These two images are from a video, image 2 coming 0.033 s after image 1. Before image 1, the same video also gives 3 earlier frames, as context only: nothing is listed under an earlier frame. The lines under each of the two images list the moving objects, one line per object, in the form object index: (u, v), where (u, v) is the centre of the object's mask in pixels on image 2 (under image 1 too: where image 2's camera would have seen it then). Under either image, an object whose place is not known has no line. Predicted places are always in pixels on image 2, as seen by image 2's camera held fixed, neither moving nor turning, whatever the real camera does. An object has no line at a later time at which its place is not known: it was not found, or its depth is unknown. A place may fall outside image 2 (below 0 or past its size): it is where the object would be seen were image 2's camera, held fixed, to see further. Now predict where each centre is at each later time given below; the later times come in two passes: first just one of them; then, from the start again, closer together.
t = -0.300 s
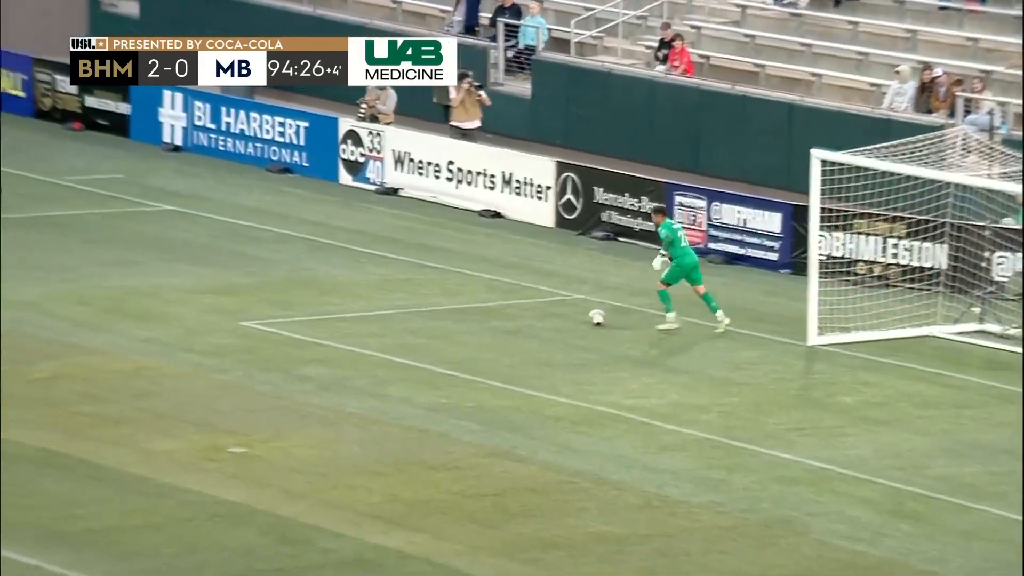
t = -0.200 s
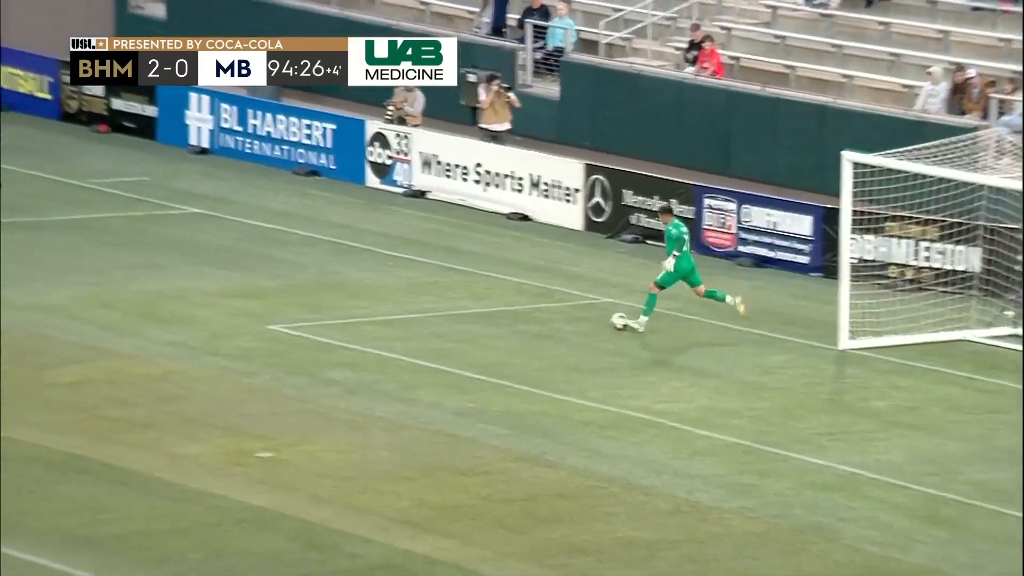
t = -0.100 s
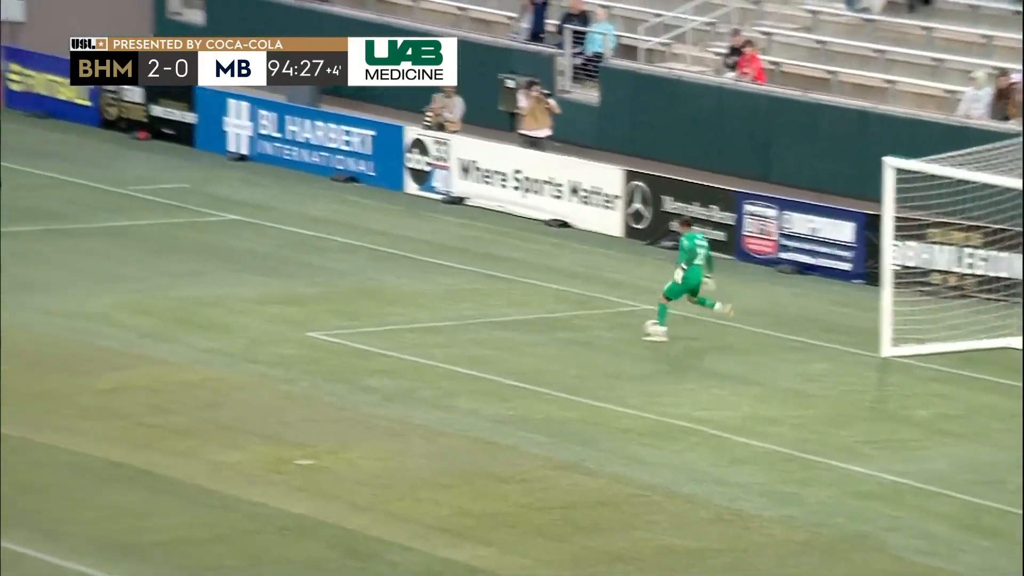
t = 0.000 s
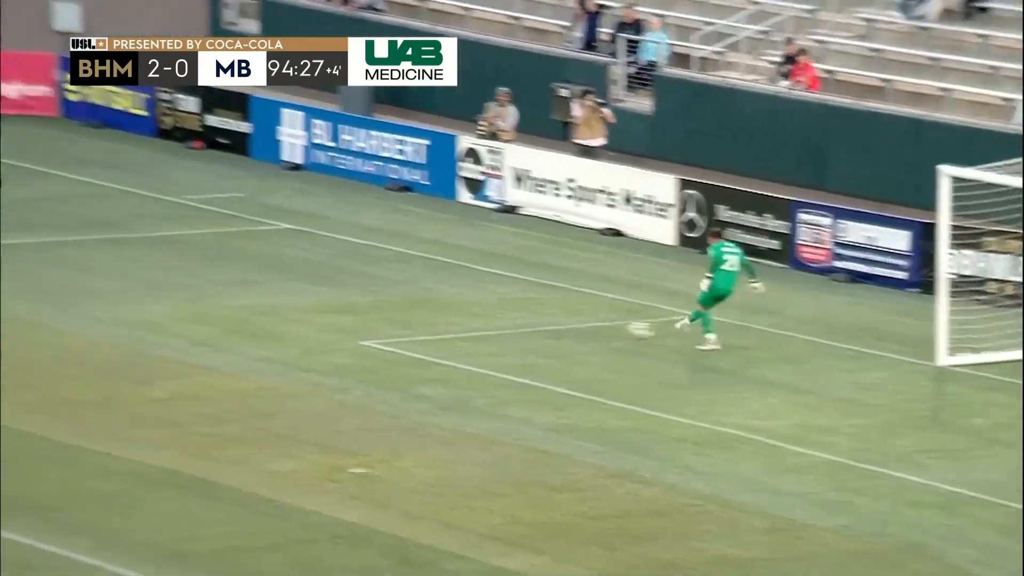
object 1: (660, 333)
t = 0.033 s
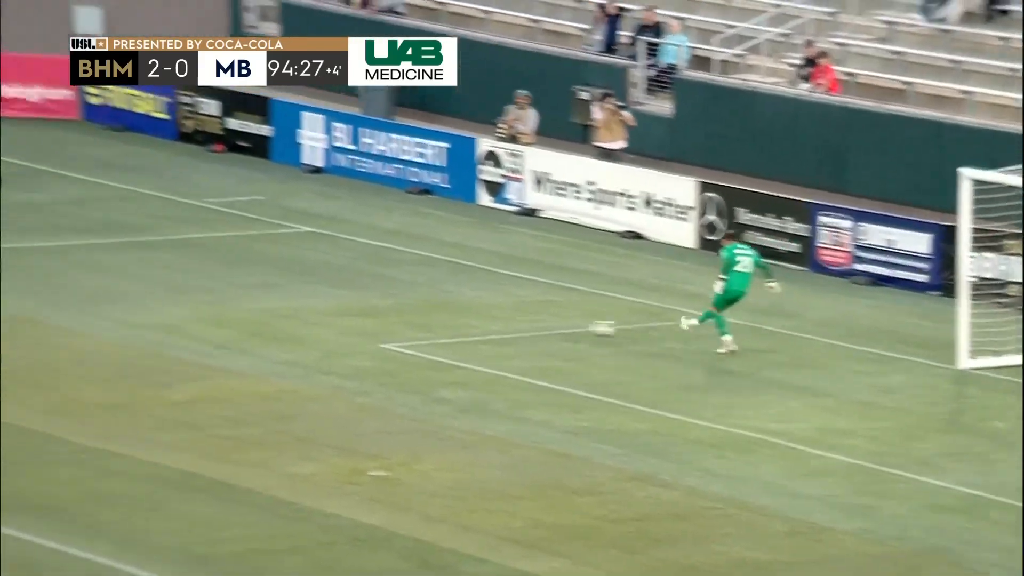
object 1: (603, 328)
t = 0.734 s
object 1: (-479, 300)
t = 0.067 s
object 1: (547, 325)
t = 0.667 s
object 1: (-375, 295)
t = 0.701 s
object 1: (-426, 297)
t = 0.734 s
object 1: (-479, 300)
